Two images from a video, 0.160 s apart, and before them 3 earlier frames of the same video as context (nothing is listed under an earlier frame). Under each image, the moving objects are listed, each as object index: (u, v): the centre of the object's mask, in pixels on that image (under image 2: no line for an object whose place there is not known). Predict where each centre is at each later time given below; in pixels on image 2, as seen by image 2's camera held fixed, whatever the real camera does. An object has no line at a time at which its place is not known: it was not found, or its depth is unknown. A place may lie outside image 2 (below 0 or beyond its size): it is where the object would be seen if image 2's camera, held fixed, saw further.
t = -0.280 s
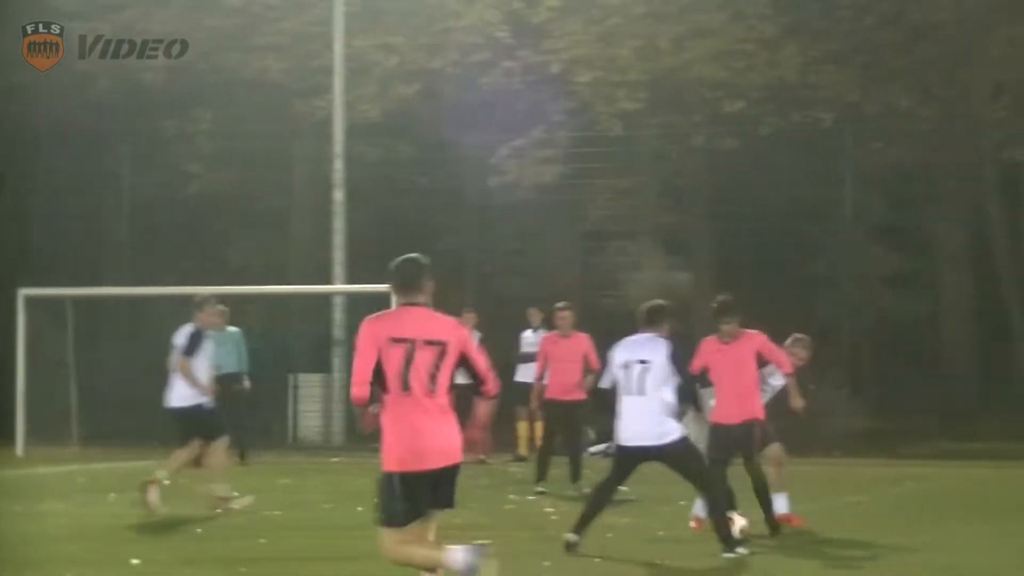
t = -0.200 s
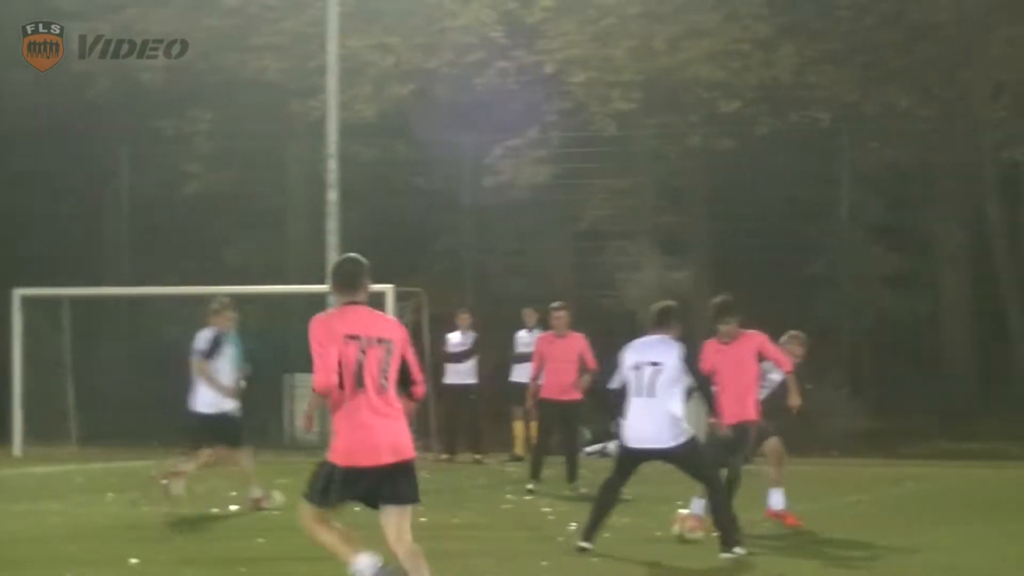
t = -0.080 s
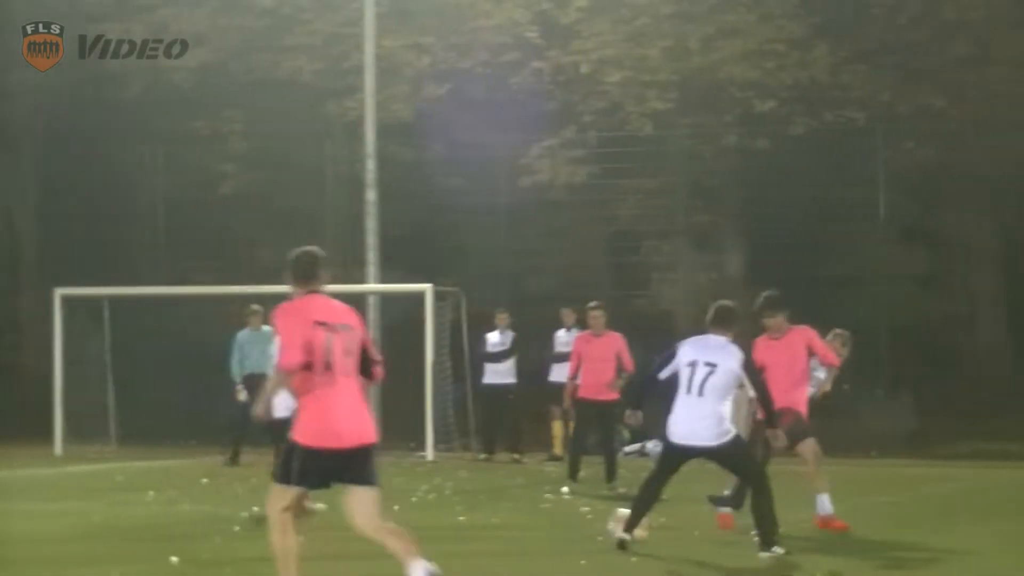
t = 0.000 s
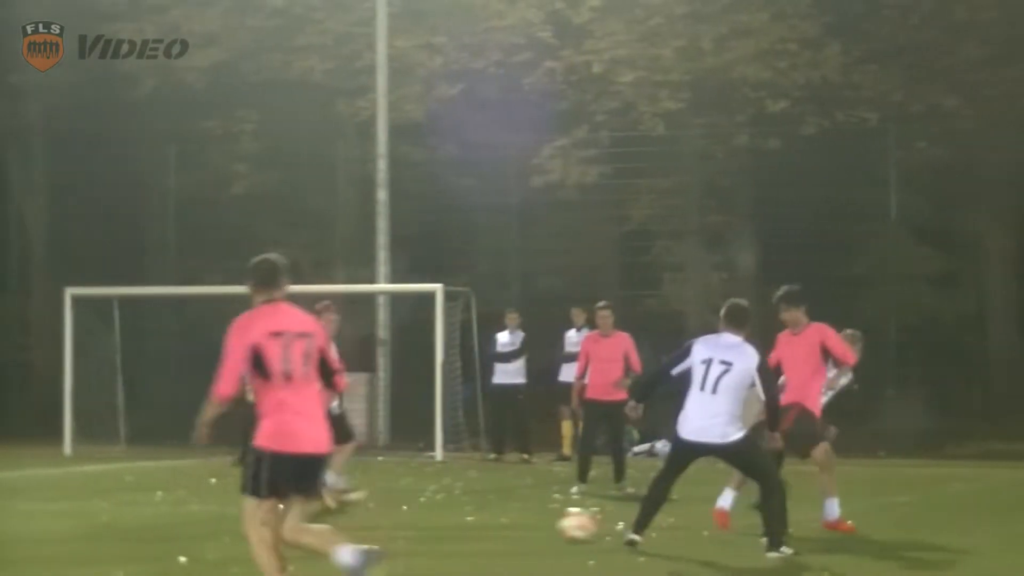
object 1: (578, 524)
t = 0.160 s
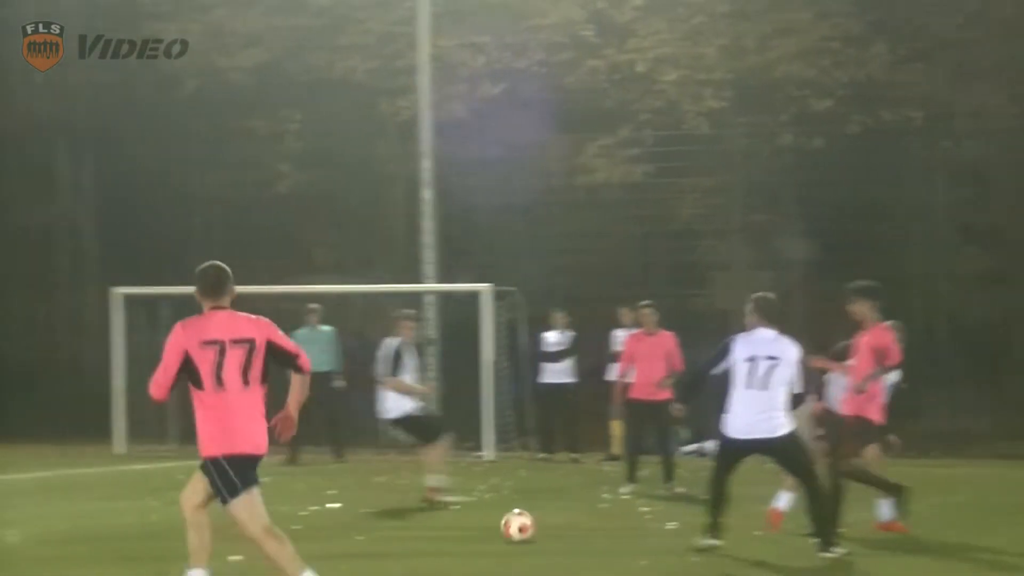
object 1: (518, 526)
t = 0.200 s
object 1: (491, 524)
